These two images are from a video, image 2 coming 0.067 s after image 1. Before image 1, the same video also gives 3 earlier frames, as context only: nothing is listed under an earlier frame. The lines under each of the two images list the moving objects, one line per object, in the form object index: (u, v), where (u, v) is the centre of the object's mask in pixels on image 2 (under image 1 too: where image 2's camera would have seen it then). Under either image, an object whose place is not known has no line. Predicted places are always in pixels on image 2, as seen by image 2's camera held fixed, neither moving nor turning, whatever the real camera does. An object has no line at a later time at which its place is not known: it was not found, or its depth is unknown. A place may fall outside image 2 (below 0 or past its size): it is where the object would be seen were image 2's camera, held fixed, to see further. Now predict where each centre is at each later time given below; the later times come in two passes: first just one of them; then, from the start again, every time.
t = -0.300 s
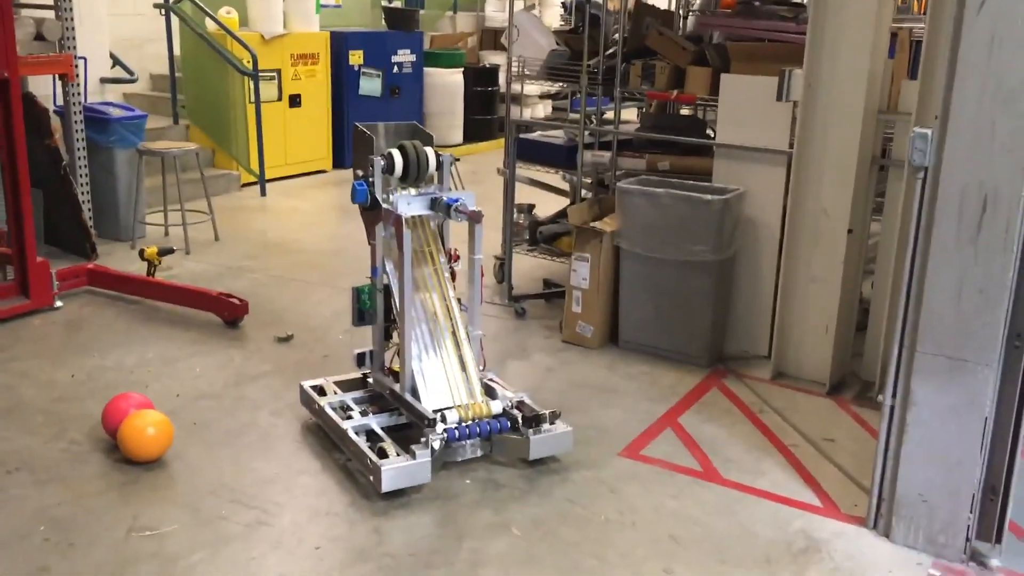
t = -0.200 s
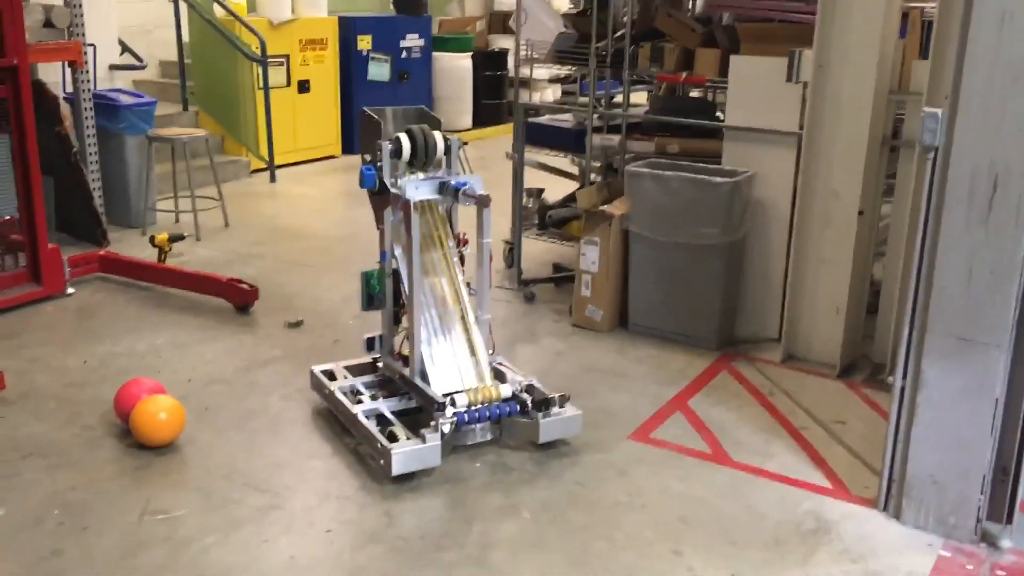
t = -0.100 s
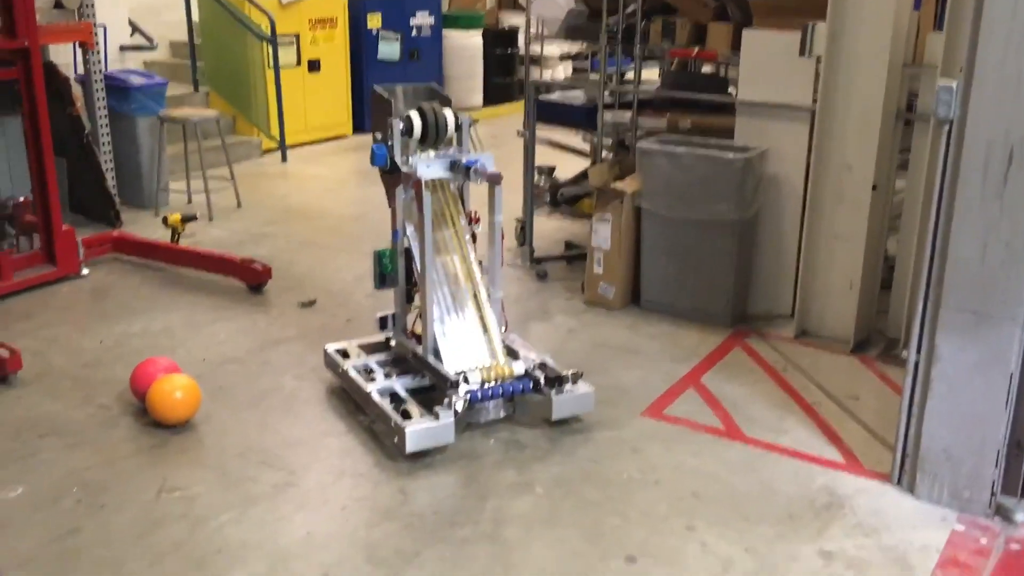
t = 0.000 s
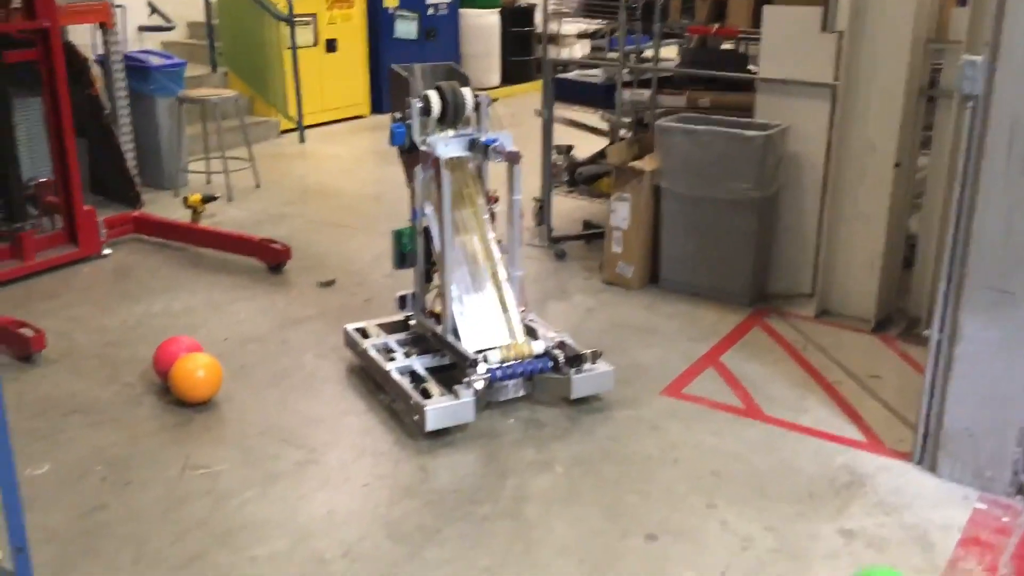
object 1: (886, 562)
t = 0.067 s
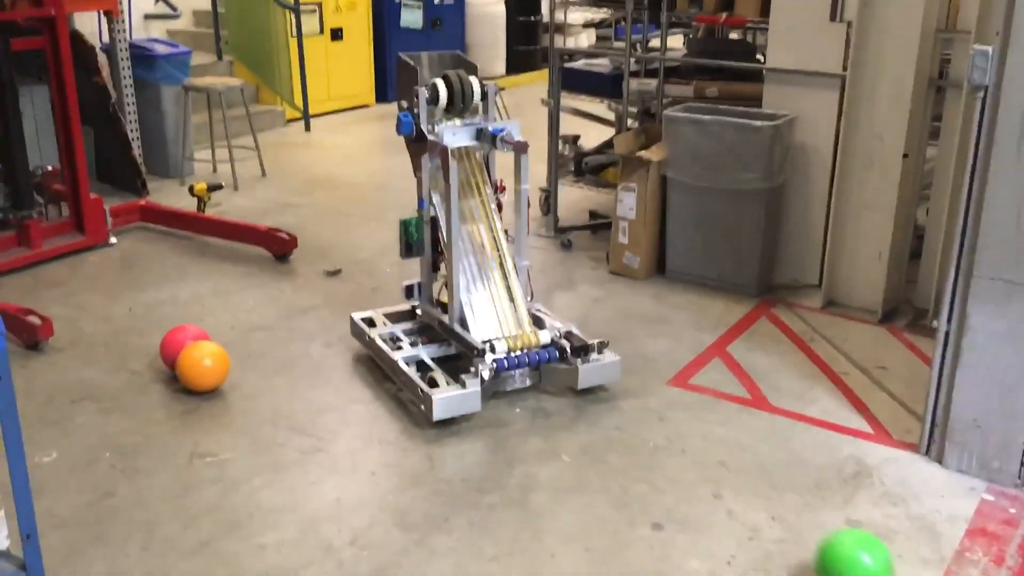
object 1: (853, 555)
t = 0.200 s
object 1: (795, 513)
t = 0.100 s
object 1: (838, 550)
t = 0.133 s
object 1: (824, 539)
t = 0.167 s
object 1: (809, 525)
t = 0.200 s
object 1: (795, 513)
